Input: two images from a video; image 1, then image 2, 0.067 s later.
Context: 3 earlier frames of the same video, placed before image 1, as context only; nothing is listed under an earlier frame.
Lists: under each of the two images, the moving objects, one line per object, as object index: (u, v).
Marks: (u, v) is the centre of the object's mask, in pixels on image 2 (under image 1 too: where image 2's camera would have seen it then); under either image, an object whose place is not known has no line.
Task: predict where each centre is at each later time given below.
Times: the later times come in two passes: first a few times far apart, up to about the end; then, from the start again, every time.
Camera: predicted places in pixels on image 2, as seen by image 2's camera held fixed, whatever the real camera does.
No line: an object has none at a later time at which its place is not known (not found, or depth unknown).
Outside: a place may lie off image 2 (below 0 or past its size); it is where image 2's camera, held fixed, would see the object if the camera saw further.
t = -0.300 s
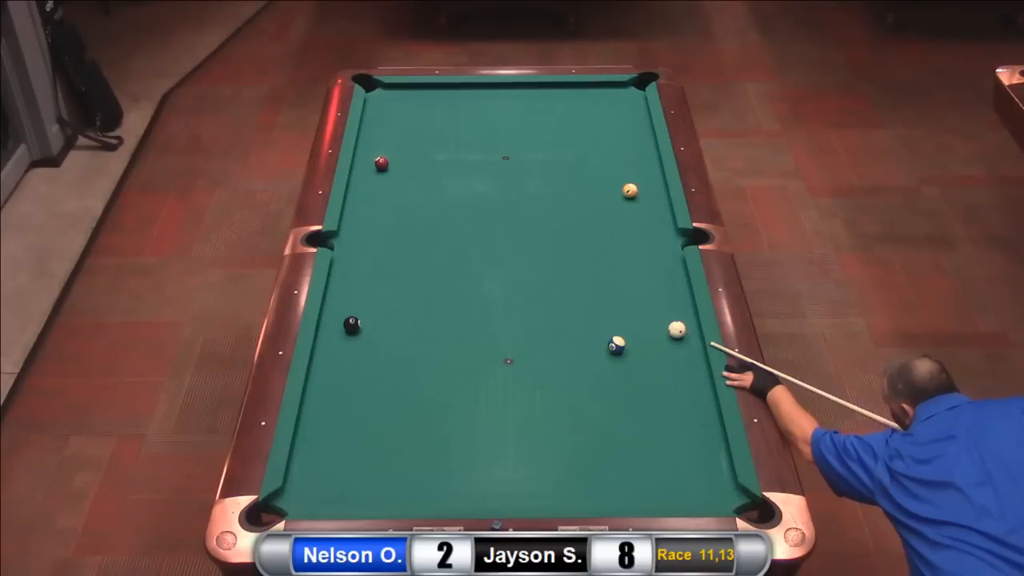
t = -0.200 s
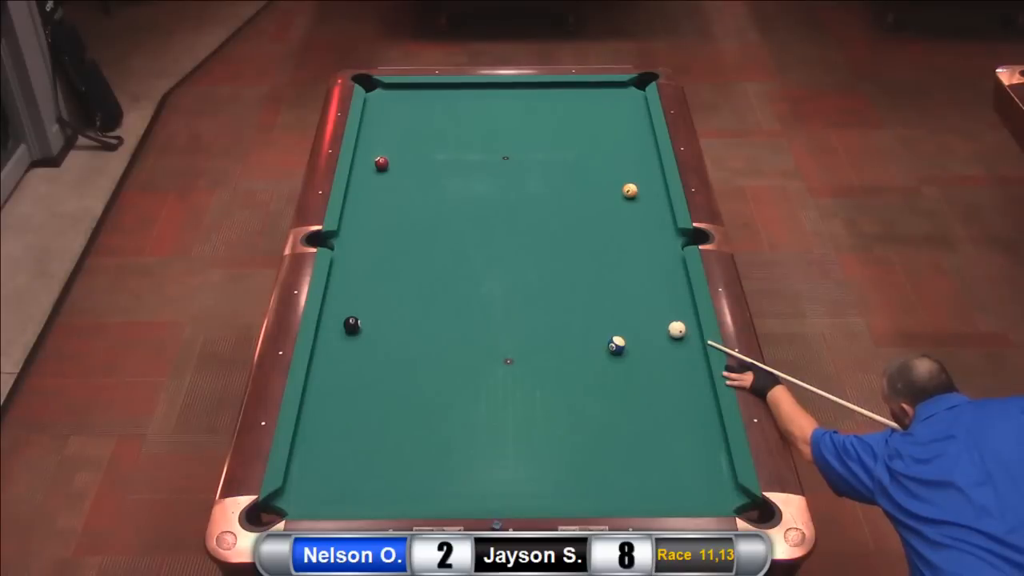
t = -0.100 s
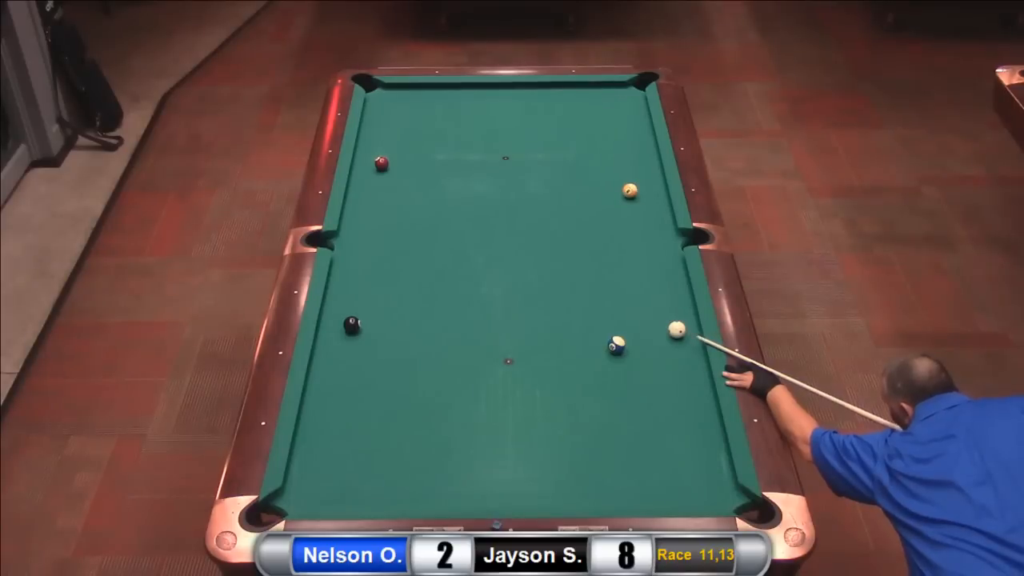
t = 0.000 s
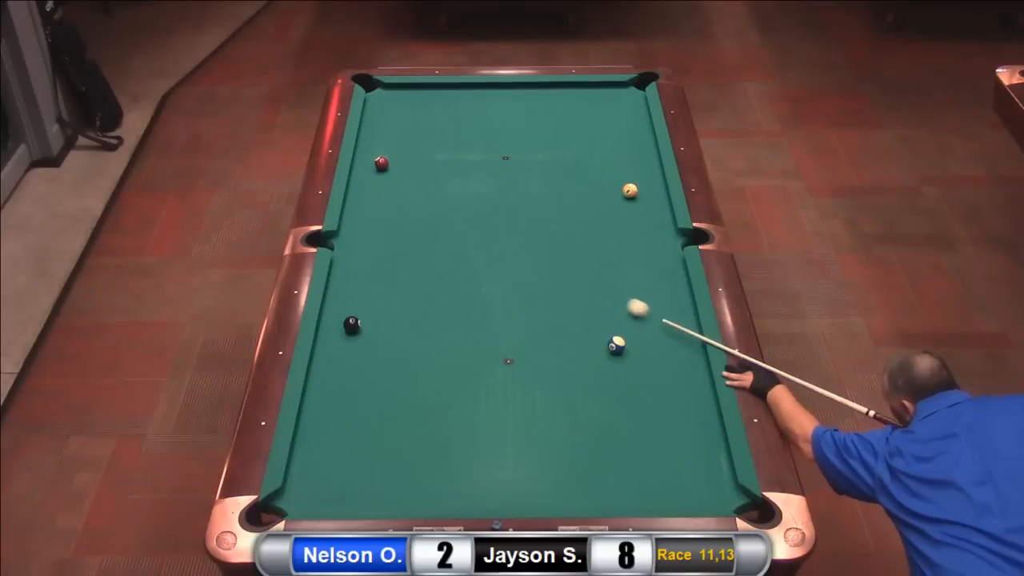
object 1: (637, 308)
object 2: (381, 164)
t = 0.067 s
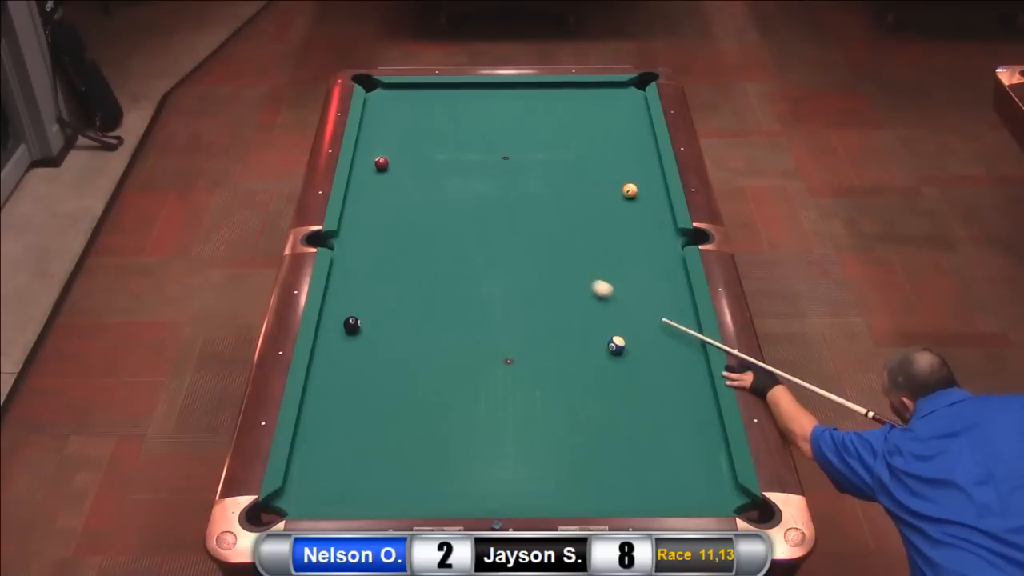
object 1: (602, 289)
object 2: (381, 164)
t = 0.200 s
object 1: (536, 253)
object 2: (381, 164)
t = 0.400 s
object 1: (449, 206)
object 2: (381, 164)
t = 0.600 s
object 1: (372, 171)
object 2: (381, 158)
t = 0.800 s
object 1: (389, 170)
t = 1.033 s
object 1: (435, 164)
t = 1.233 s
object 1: (472, 160)
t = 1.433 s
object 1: (509, 156)
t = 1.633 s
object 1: (544, 152)
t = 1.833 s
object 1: (578, 148)
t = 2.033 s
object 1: (610, 145)
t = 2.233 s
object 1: (642, 141)
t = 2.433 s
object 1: (637, 139)
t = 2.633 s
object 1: (620, 138)
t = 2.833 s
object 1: (604, 137)
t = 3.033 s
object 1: (588, 135)
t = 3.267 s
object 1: (571, 134)
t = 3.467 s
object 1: (557, 133)
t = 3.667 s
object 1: (544, 132)
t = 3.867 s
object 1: (532, 131)
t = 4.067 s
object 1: (521, 130)
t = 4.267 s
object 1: (510, 130)
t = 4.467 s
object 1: (501, 130)
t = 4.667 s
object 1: (492, 129)
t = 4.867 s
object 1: (484, 128)
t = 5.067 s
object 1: (477, 128)
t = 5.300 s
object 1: (469, 128)
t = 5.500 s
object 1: (464, 128)
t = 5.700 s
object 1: (459, 127)
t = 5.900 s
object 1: (455, 127)
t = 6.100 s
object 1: (452, 127)
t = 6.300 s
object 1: (450, 127)
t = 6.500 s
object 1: (448, 127)
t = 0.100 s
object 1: (585, 280)
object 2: (381, 164)
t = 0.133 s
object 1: (568, 271)
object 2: (381, 164)
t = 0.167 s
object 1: (552, 262)
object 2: (381, 164)
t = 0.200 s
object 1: (536, 253)
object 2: (381, 164)
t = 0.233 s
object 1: (521, 245)
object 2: (381, 164)
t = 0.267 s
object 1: (506, 237)
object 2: (381, 164)
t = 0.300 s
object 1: (491, 229)
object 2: (381, 164)
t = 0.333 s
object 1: (477, 222)
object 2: (381, 164)
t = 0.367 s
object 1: (462, 214)
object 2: (381, 164)
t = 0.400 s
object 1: (449, 206)
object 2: (381, 164)
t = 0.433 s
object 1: (435, 199)
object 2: (381, 164)
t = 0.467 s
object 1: (422, 192)
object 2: (381, 163)
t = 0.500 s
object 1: (408, 185)
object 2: (381, 164)
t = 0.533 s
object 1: (396, 178)
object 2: (381, 163)
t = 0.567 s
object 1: (384, 172)
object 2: (381, 160)
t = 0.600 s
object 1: (372, 171)
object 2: (381, 158)
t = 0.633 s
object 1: (361, 171)
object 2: (380, 151)
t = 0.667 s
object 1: (359, 171)
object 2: (379, 146)
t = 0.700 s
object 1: (367, 171)
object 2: (378, 141)
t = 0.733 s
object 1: (375, 171)
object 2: (378, 136)
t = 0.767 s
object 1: (382, 170)
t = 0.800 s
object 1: (389, 170)
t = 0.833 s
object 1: (396, 169)
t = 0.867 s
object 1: (402, 168)
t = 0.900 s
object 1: (409, 167)
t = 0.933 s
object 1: (415, 166)
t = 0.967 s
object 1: (422, 166)
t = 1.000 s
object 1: (428, 165)
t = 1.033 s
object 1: (435, 164)
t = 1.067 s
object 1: (441, 164)
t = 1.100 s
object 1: (448, 163)
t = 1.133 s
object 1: (454, 162)
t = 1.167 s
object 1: (460, 162)
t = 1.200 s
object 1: (466, 161)
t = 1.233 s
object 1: (472, 160)
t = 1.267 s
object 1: (479, 159)
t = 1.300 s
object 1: (485, 159)
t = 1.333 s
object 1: (491, 158)
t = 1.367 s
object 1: (497, 157)
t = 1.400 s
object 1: (503, 157)
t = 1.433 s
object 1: (509, 156)
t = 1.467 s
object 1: (515, 155)
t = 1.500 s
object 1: (520, 155)
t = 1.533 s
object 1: (527, 154)
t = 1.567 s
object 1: (532, 153)
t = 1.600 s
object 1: (538, 153)
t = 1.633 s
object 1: (544, 152)
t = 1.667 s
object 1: (550, 151)
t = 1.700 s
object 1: (555, 151)
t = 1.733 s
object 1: (561, 150)
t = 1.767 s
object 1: (567, 150)
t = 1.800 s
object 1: (573, 149)
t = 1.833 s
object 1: (578, 148)
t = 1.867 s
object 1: (584, 148)
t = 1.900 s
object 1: (589, 147)
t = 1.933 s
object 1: (594, 147)
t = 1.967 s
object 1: (600, 146)
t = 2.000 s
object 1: (605, 145)
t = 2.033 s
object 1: (610, 145)
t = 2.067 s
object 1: (616, 144)
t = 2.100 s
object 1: (621, 143)
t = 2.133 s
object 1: (626, 143)
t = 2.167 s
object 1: (631, 142)
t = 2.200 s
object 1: (637, 142)
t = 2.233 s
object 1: (642, 141)
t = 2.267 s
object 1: (647, 140)
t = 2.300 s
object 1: (650, 140)
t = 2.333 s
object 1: (646, 140)
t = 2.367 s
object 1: (643, 140)
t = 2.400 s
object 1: (640, 139)
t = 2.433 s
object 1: (637, 139)
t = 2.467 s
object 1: (635, 139)
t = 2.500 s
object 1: (631, 139)
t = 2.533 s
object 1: (629, 138)
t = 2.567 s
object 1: (626, 138)
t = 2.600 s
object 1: (623, 138)
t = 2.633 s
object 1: (620, 138)
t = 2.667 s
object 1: (617, 138)
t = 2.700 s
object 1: (614, 137)
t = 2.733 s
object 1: (611, 137)
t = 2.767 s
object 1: (609, 137)
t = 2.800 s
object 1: (606, 137)
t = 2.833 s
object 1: (604, 137)
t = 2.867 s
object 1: (601, 136)
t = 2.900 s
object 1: (598, 136)
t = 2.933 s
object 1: (596, 136)
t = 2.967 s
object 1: (593, 136)
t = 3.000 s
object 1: (590, 136)
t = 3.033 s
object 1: (588, 135)
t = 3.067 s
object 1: (585, 135)
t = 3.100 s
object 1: (583, 135)
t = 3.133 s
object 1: (580, 135)
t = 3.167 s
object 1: (578, 134)
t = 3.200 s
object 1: (575, 134)
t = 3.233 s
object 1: (573, 134)
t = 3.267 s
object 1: (571, 134)
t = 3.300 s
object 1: (568, 134)
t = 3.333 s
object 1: (566, 134)
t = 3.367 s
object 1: (564, 133)
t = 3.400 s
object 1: (561, 133)
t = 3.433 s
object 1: (559, 133)
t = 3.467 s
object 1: (557, 133)
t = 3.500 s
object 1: (555, 133)
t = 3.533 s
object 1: (553, 133)
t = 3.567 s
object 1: (550, 133)
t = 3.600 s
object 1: (548, 132)
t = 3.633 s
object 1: (546, 132)
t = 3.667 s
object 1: (544, 132)
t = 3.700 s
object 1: (542, 132)
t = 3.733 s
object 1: (540, 132)
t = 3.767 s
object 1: (538, 132)
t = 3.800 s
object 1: (536, 132)
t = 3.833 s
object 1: (534, 131)
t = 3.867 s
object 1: (532, 131)
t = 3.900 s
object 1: (530, 131)
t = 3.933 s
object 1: (528, 131)
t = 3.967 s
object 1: (526, 131)
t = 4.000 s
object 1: (524, 131)
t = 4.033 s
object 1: (523, 131)
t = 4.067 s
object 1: (521, 130)
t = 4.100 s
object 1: (519, 130)
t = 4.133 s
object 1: (517, 130)
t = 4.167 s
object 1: (515, 130)
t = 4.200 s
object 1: (514, 130)
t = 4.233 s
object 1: (512, 130)
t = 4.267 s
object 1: (510, 130)
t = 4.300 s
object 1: (509, 130)
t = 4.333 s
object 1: (507, 130)
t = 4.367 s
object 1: (506, 130)
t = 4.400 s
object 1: (504, 129)
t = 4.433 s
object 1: (502, 130)
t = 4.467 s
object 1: (501, 130)
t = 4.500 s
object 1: (499, 129)
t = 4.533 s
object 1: (498, 129)
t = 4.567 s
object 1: (496, 129)
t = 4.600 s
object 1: (495, 129)
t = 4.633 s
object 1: (494, 129)
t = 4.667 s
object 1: (492, 129)
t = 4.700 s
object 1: (491, 129)
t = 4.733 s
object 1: (489, 129)
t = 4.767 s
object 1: (488, 129)
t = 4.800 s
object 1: (487, 129)
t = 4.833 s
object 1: (485, 128)
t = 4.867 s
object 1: (484, 128)
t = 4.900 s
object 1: (483, 128)
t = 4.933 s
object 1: (481, 128)
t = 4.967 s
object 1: (480, 128)
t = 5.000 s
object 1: (479, 128)
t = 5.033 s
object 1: (478, 128)
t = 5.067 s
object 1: (477, 128)
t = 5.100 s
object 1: (475, 128)
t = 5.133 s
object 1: (475, 128)
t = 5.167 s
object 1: (473, 128)
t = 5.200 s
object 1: (472, 128)
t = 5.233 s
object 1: (471, 128)
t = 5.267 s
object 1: (470, 128)
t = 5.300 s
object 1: (469, 128)
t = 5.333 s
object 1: (469, 128)
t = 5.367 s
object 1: (468, 128)
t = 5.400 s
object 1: (466, 128)
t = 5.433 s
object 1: (466, 128)
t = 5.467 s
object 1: (465, 128)
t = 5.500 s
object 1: (464, 128)
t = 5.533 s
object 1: (463, 128)
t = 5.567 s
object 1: (462, 128)
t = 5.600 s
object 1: (461, 128)
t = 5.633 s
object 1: (461, 128)
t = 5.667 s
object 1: (460, 127)
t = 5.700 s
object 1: (459, 127)
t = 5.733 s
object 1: (459, 127)
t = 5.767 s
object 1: (458, 127)
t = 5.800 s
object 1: (457, 127)
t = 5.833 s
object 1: (456, 127)
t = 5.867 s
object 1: (456, 127)
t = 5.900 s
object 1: (455, 127)
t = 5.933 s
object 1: (454, 127)
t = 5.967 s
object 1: (454, 127)
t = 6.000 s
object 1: (453, 127)
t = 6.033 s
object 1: (453, 127)
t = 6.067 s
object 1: (452, 127)
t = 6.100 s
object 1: (452, 127)
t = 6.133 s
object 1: (452, 127)
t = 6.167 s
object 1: (451, 127)
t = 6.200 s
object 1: (451, 127)
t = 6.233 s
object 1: (450, 127)
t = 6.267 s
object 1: (450, 127)
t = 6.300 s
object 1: (450, 127)
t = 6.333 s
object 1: (449, 127)
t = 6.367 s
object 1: (449, 127)
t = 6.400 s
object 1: (449, 127)
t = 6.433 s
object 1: (449, 127)
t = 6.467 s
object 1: (448, 127)
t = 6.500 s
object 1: (448, 127)
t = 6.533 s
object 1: (448, 127)
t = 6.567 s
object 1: (448, 127)
